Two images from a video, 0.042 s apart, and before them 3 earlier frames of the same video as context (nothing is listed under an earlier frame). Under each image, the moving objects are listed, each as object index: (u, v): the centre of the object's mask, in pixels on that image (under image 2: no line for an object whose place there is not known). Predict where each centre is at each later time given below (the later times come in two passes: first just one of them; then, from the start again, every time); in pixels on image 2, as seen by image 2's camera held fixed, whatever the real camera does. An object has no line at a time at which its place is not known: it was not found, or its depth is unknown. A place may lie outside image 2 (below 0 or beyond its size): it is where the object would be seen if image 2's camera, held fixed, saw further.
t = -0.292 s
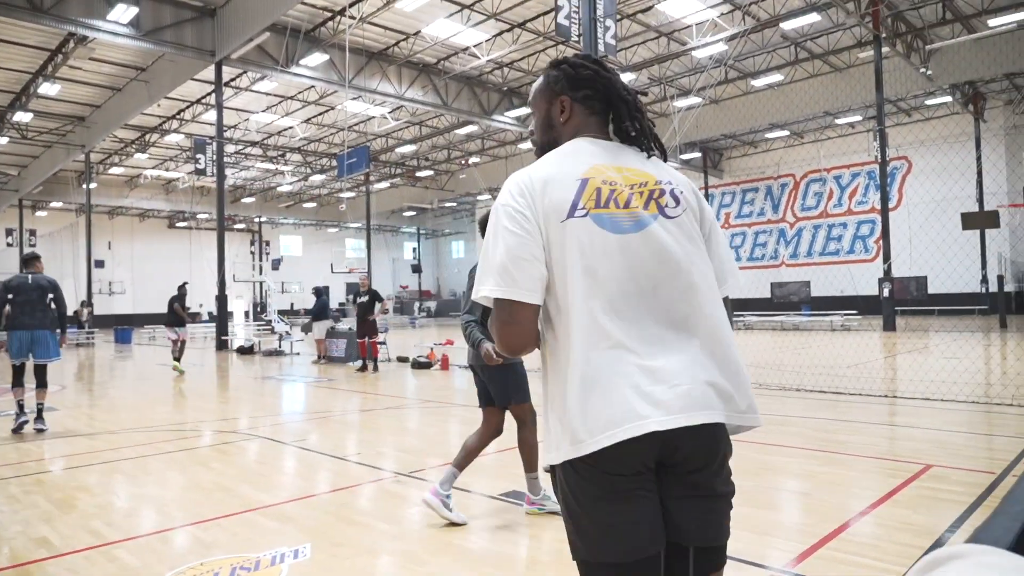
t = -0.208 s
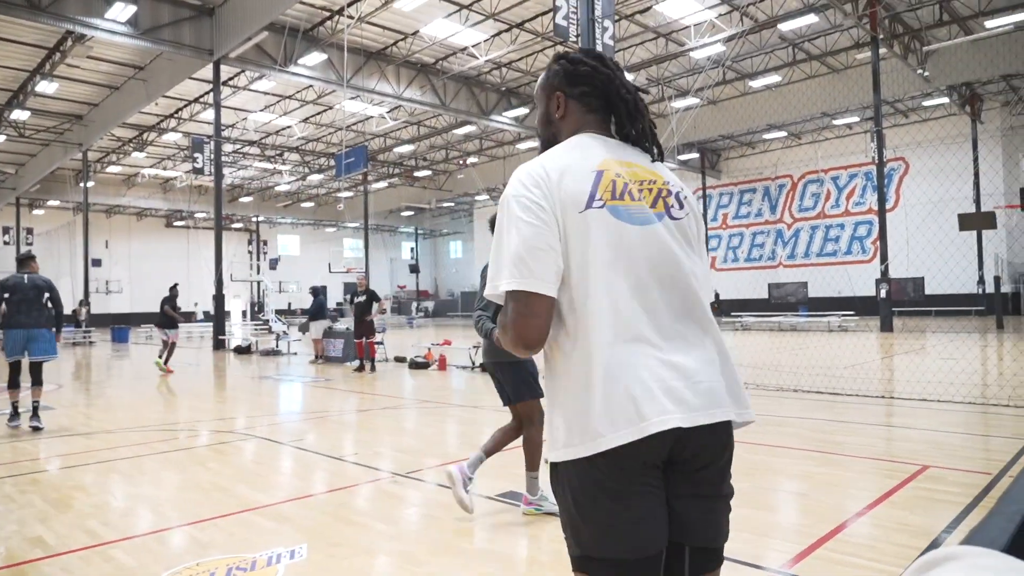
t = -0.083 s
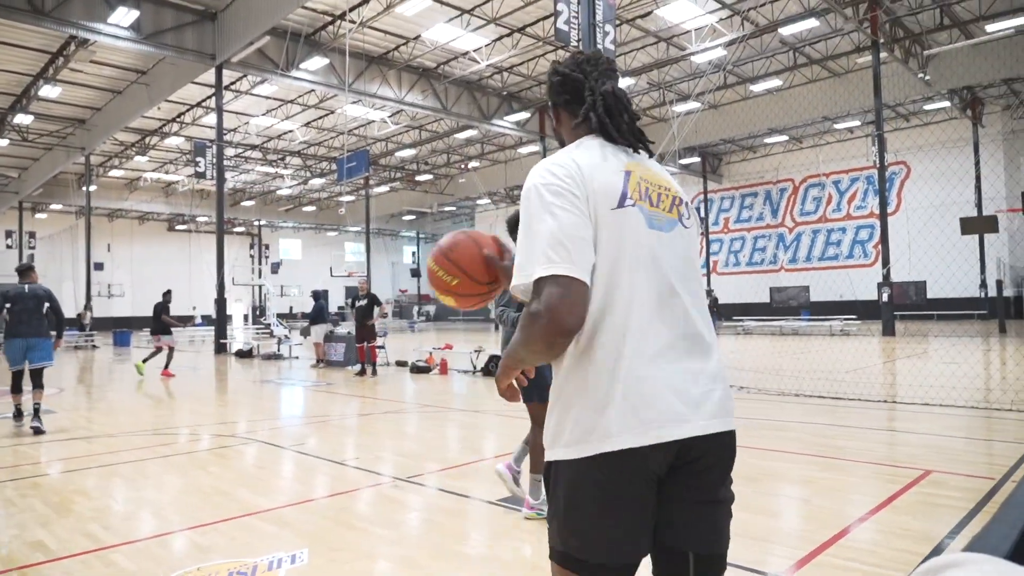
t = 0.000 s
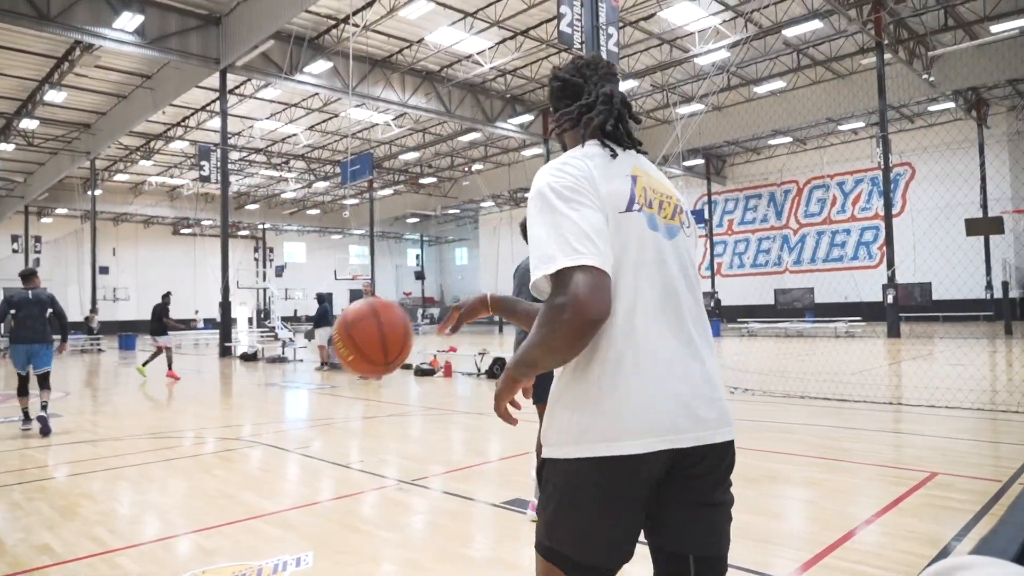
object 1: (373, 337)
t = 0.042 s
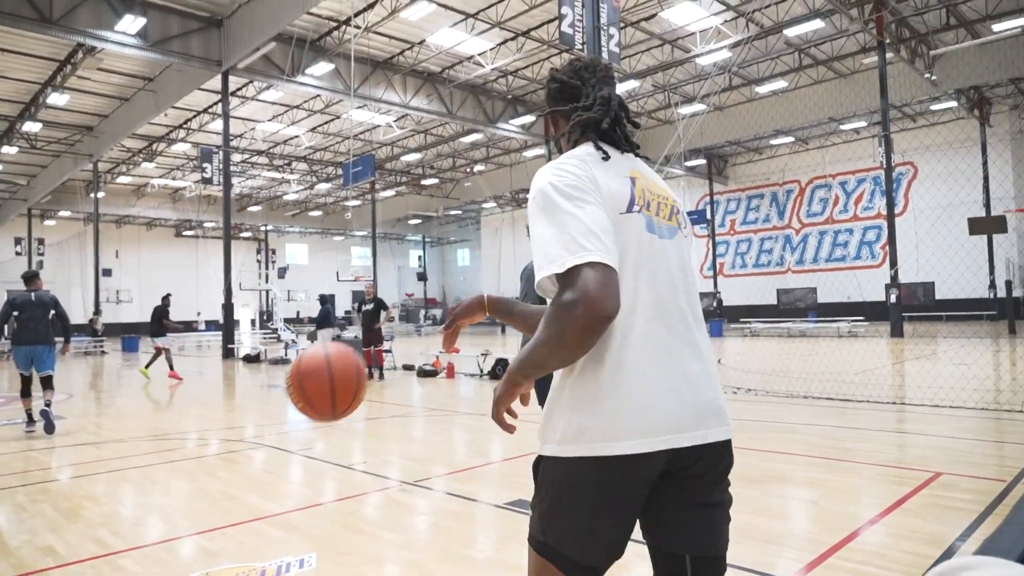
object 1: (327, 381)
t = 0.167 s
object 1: (185, 540)
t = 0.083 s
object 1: (279, 431)
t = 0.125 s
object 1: (231, 484)
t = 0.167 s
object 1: (185, 540)
